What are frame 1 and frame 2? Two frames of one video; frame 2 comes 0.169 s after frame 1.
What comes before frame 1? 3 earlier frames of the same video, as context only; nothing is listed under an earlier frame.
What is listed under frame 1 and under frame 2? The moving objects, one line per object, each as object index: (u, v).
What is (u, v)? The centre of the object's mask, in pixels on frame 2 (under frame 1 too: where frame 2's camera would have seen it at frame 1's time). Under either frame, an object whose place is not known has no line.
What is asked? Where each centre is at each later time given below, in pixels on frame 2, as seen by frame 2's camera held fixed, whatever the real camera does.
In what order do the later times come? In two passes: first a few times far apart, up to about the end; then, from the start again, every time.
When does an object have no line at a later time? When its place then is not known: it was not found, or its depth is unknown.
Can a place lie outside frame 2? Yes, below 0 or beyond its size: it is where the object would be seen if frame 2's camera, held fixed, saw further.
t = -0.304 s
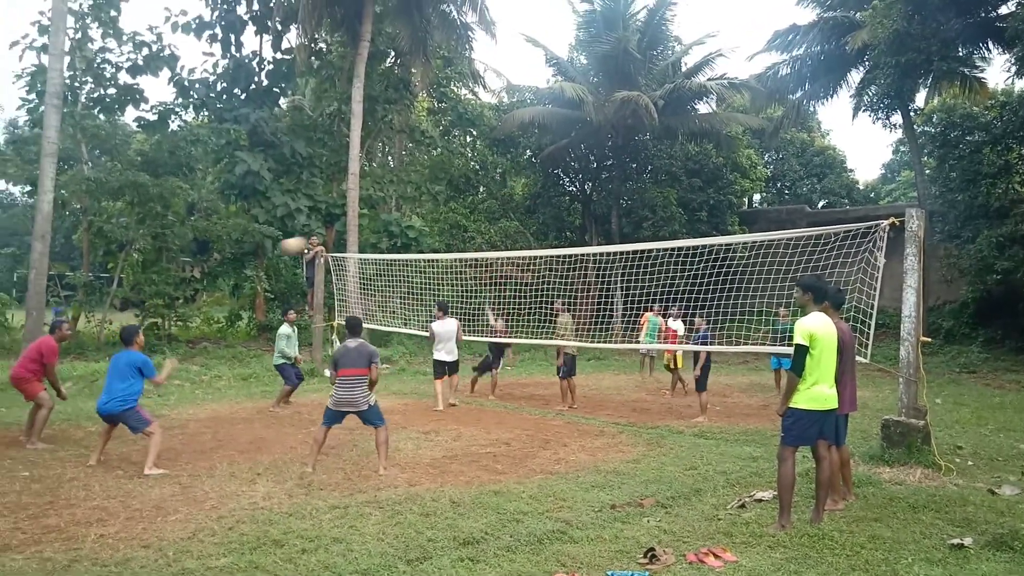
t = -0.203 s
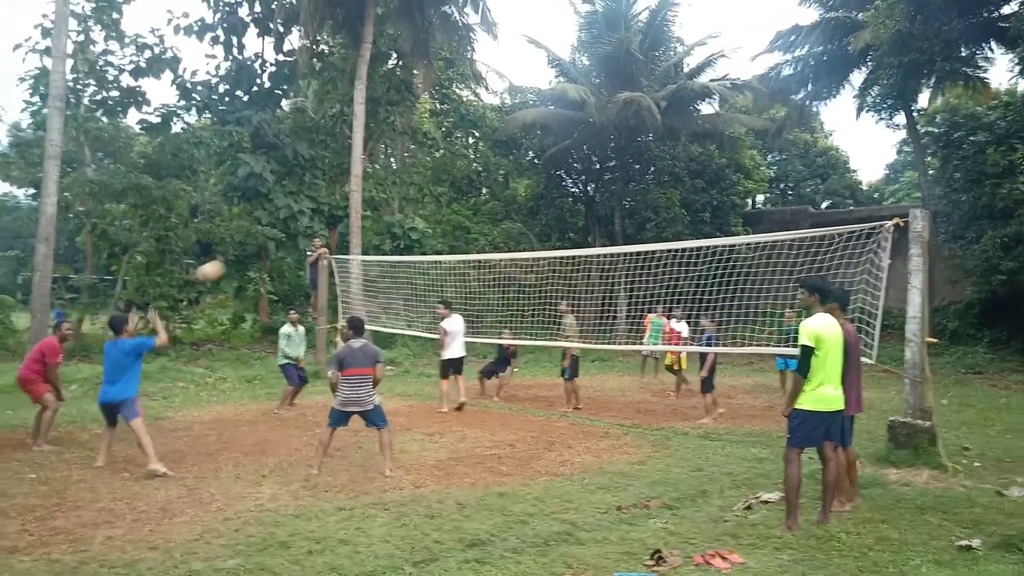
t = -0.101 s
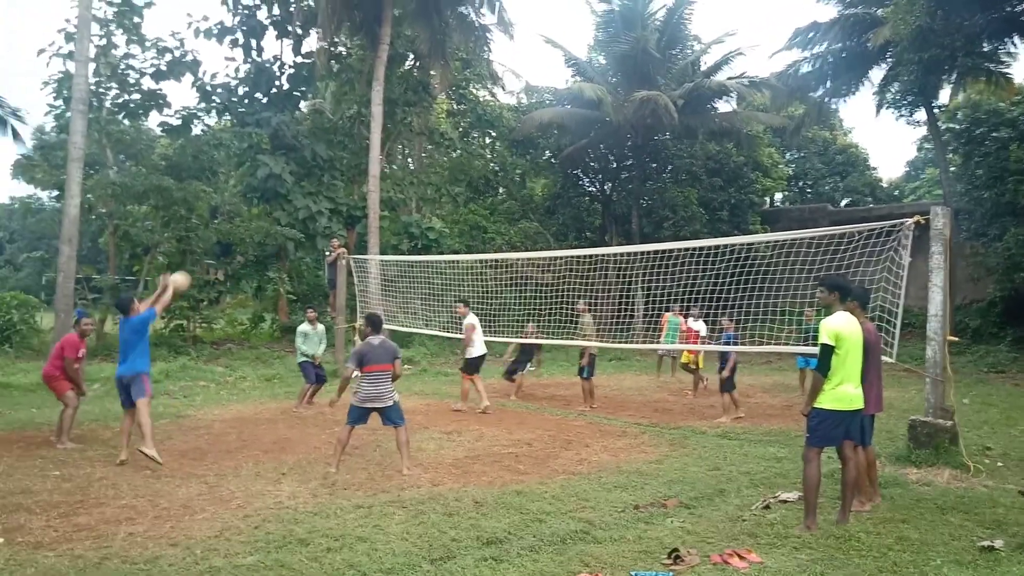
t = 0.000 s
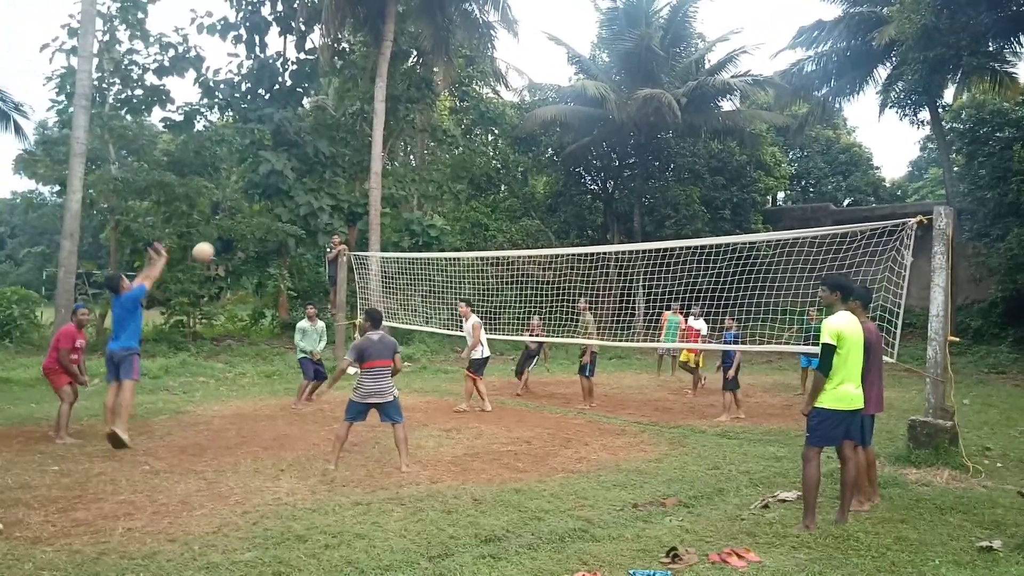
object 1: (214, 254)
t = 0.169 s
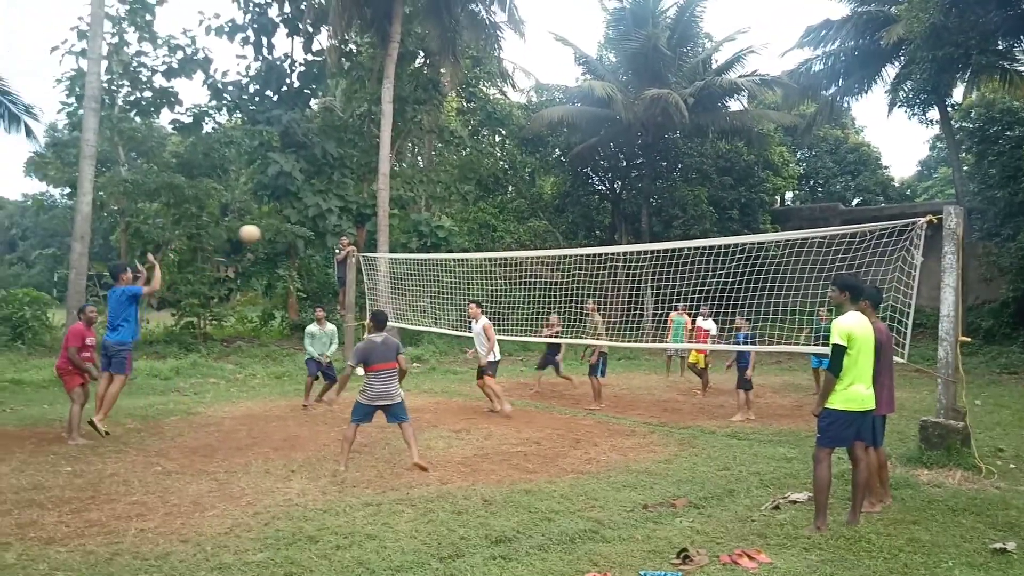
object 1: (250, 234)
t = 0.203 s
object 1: (257, 232)
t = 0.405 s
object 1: (295, 245)
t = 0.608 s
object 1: (329, 289)
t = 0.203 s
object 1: (257, 232)
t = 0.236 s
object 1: (264, 232)
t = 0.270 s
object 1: (270, 233)
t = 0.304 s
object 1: (276, 235)
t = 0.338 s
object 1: (282, 238)
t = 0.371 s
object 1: (288, 241)
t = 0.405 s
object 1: (295, 245)
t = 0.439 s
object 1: (301, 250)
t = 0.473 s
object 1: (307, 256)
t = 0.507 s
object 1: (313, 264)
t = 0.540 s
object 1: (318, 271)
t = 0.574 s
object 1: (324, 280)
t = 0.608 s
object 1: (329, 289)
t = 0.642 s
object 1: (334, 298)
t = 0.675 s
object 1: (339, 308)
